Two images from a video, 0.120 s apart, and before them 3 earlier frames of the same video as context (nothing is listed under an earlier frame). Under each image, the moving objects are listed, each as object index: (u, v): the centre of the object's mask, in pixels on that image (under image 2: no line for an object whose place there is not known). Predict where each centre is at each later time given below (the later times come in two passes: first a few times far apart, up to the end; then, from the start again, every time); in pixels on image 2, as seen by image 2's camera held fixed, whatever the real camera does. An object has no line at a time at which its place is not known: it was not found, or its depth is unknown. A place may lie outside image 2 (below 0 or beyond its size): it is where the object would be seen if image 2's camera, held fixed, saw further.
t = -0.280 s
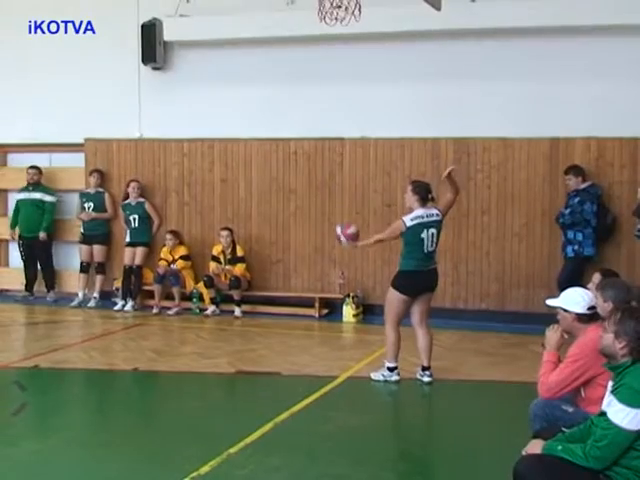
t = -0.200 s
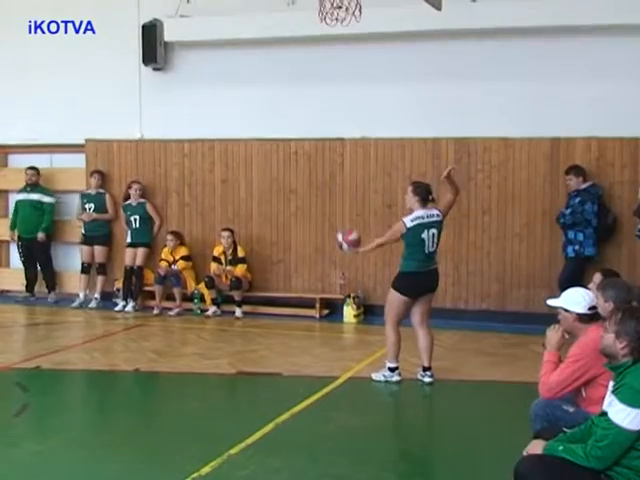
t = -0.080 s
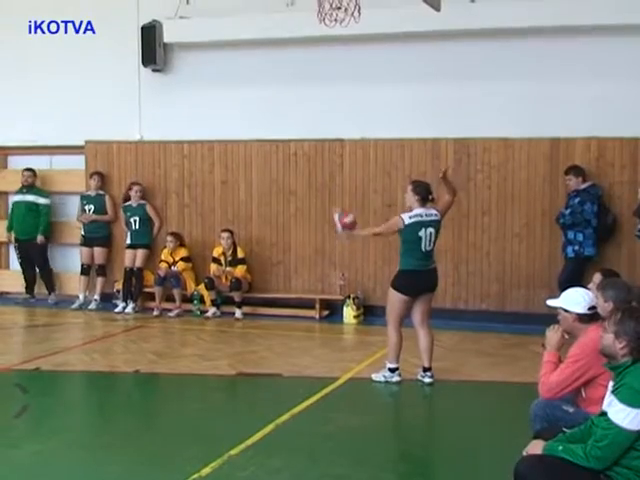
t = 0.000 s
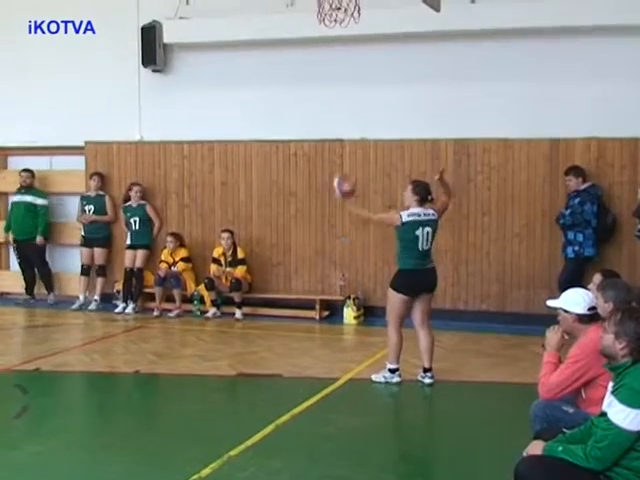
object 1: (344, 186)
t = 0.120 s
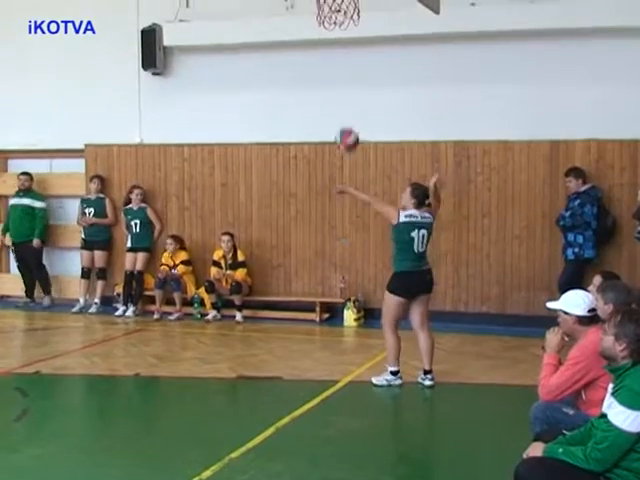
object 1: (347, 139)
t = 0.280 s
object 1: (351, 99)
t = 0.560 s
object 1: (360, 100)
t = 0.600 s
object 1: (360, 106)
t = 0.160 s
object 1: (348, 126)
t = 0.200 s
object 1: (349, 116)
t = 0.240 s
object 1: (350, 107)
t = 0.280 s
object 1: (351, 99)
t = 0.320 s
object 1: (352, 93)
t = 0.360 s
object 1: (353, 90)
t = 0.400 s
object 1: (354, 88)
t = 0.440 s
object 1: (355, 88)
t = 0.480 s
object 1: (356, 90)
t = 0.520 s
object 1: (358, 94)
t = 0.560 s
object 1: (360, 100)
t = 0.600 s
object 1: (360, 106)
